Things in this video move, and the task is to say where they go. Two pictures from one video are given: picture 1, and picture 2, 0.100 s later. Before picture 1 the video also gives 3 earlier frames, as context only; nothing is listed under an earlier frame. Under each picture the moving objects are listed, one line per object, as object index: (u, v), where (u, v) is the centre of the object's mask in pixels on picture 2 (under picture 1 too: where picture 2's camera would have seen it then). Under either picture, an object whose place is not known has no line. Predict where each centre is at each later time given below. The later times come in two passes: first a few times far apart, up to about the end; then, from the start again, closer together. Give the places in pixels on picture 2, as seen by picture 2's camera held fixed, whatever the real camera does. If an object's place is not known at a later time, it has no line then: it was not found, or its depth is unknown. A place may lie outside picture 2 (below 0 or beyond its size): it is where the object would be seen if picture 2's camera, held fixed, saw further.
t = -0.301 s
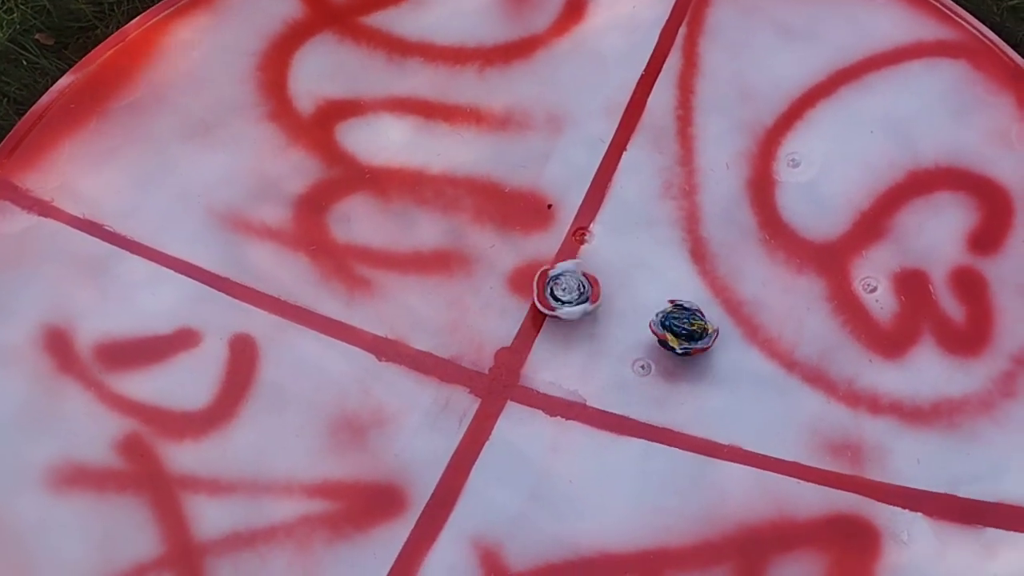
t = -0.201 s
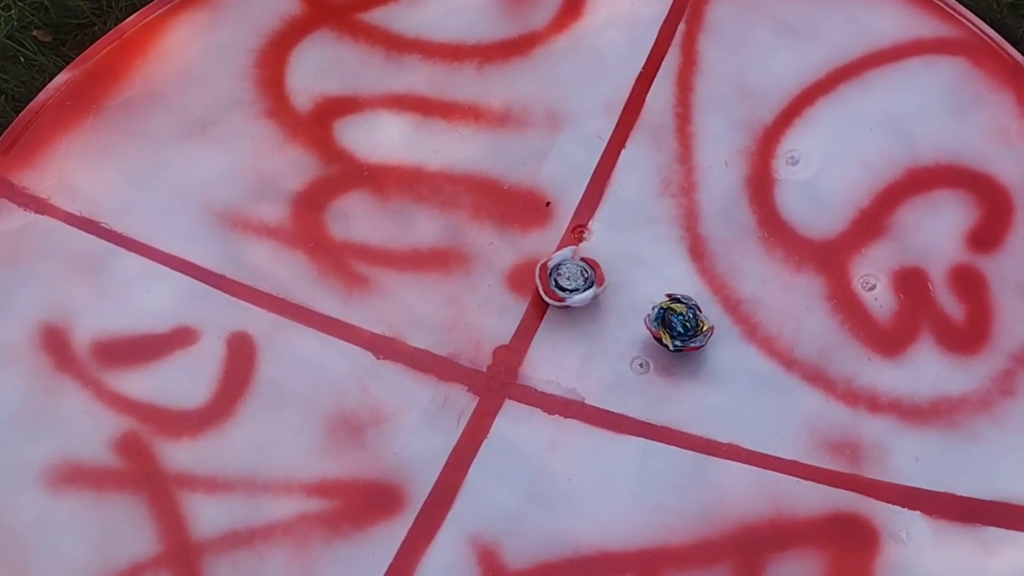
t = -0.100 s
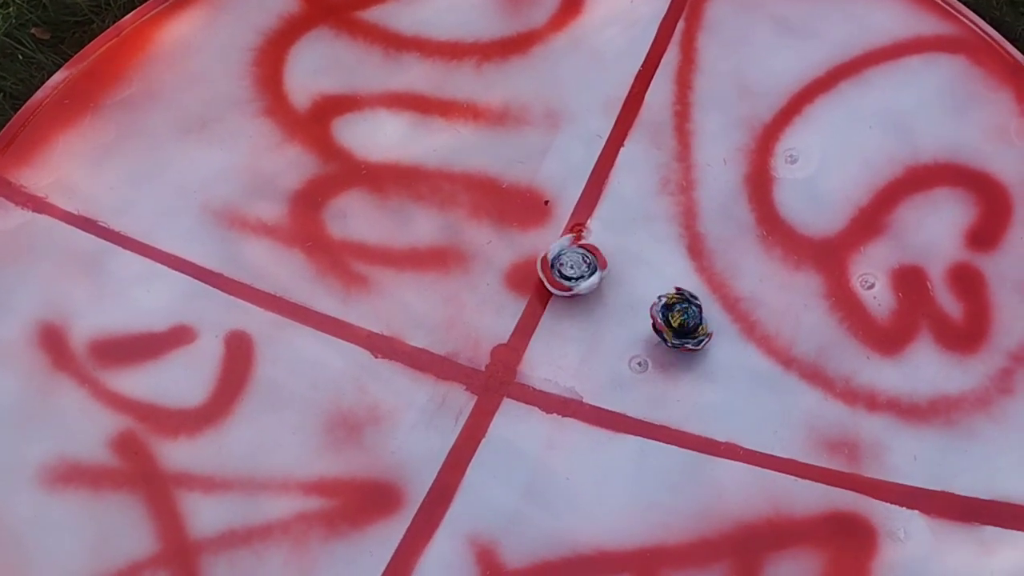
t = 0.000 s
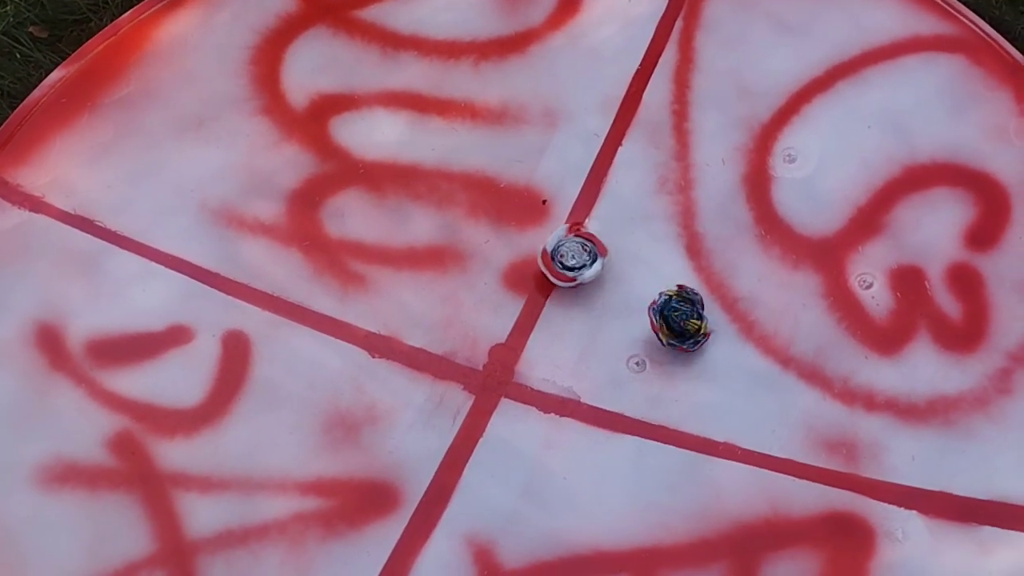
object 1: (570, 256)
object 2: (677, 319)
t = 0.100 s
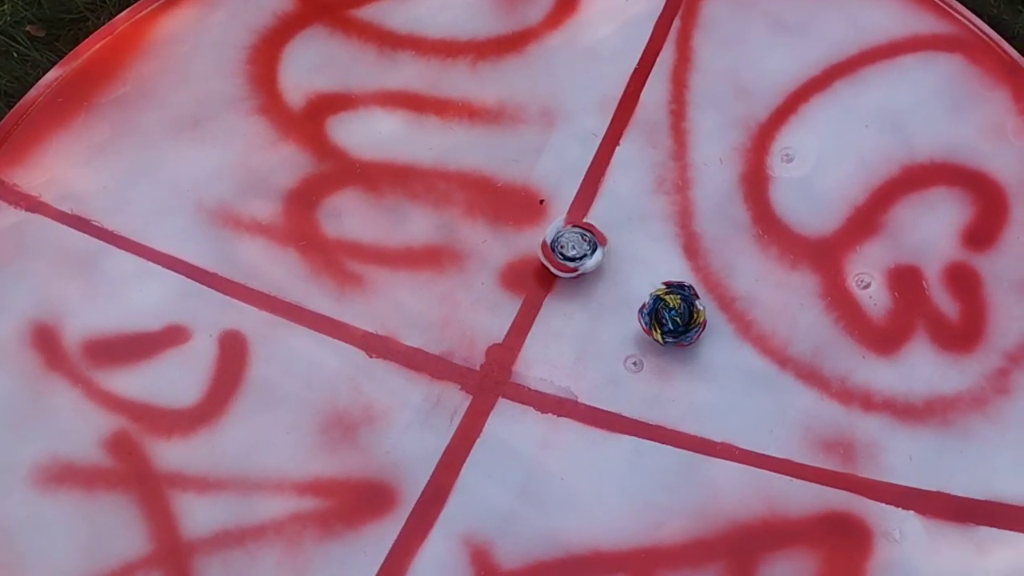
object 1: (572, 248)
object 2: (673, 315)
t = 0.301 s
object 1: (580, 238)
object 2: (675, 310)
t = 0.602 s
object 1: (584, 247)
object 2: (671, 301)
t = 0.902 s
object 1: (594, 270)
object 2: (667, 296)
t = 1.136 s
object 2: (682, 290)
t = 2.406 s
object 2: (623, 246)
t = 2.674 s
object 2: (623, 247)
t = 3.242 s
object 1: (573, 350)
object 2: (624, 247)
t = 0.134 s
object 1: (573, 245)
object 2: (674, 312)
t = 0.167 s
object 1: (576, 243)
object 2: (675, 310)
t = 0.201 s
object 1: (576, 242)
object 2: (676, 311)
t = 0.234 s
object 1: (578, 238)
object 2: (676, 311)
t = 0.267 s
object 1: (579, 239)
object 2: (675, 310)
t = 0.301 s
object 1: (580, 238)
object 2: (675, 310)
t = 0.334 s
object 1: (580, 236)
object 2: (674, 310)
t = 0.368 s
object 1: (583, 238)
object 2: (672, 309)
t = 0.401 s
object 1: (581, 238)
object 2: (671, 308)
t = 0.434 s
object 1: (583, 237)
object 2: (672, 306)
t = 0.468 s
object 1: (583, 240)
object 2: (672, 305)
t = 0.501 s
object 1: (583, 243)
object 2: (672, 306)
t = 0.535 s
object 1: (585, 241)
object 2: (671, 304)
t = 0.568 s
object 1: (585, 244)
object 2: (671, 303)
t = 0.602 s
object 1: (584, 247)
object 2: (671, 301)
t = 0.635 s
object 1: (587, 247)
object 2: (671, 299)
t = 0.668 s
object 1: (588, 250)
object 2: (670, 297)
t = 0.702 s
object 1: (586, 253)
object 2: (670, 297)
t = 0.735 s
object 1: (589, 255)
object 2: (671, 296)
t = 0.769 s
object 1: (590, 257)
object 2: (673, 296)
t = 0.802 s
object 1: (588, 260)
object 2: (673, 296)
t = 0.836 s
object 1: (593, 266)
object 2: (672, 296)
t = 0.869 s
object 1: (596, 269)
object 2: (670, 297)
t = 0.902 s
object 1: (594, 270)
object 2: (667, 296)
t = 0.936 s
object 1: (597, 276)
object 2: (664, 295)
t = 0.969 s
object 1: (600, 281)
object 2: (663, 292)
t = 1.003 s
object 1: (598, 283)
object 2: (667, 289)
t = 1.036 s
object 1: (597, 289)
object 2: (673, 286)
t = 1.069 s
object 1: (599, 295)
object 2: (677, 285)
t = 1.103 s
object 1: (600, 295)
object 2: (679, 288)
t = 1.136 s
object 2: (682, 290)
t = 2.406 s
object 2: (623, 246)
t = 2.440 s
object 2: (623, 246)
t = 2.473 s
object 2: (623, 247)
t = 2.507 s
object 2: (624, 247)
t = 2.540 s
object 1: (601, 335)
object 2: (624, 247)
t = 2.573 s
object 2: (624, 247)
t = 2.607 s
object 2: (623, 247)
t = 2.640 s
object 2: (623, 247)
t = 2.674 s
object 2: (623, 247)
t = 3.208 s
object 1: (576, 351)
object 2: (624, 247)
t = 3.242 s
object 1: (573, 350)
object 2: (624, 247)
